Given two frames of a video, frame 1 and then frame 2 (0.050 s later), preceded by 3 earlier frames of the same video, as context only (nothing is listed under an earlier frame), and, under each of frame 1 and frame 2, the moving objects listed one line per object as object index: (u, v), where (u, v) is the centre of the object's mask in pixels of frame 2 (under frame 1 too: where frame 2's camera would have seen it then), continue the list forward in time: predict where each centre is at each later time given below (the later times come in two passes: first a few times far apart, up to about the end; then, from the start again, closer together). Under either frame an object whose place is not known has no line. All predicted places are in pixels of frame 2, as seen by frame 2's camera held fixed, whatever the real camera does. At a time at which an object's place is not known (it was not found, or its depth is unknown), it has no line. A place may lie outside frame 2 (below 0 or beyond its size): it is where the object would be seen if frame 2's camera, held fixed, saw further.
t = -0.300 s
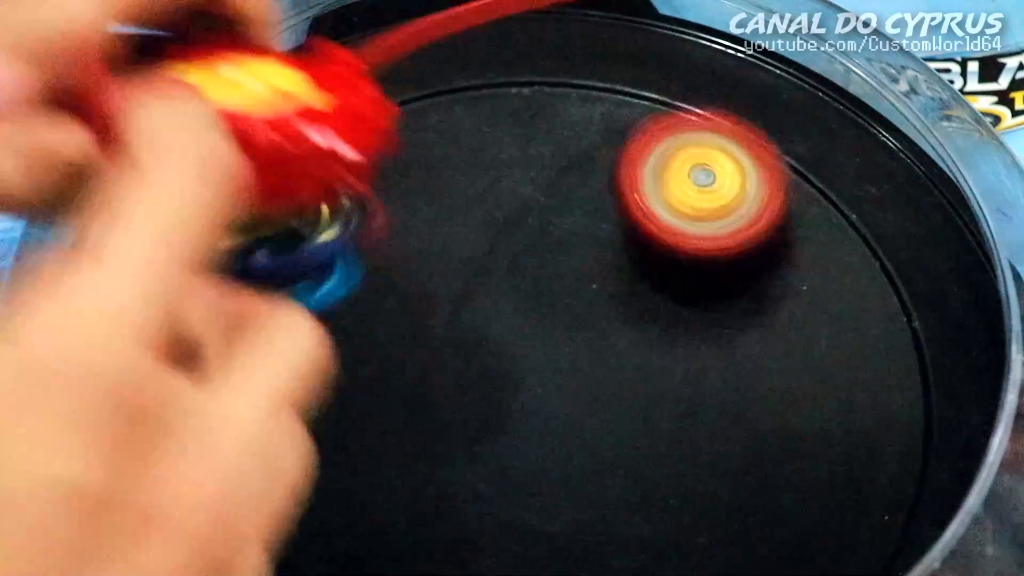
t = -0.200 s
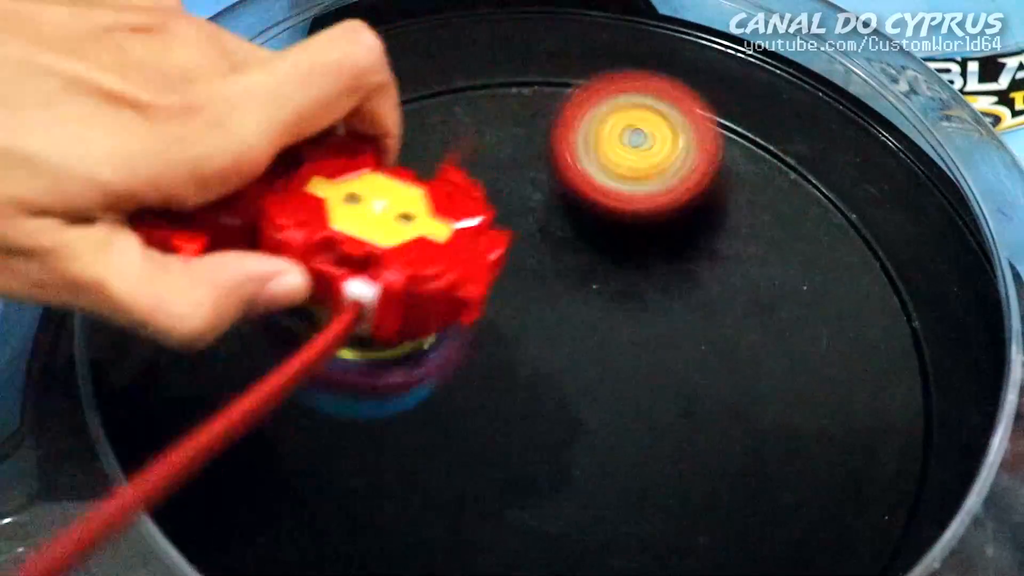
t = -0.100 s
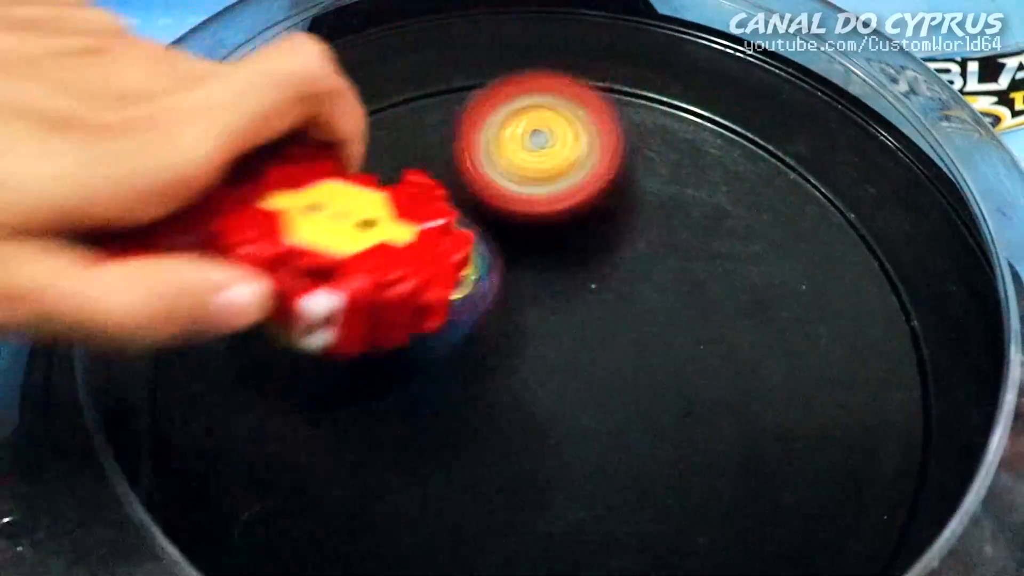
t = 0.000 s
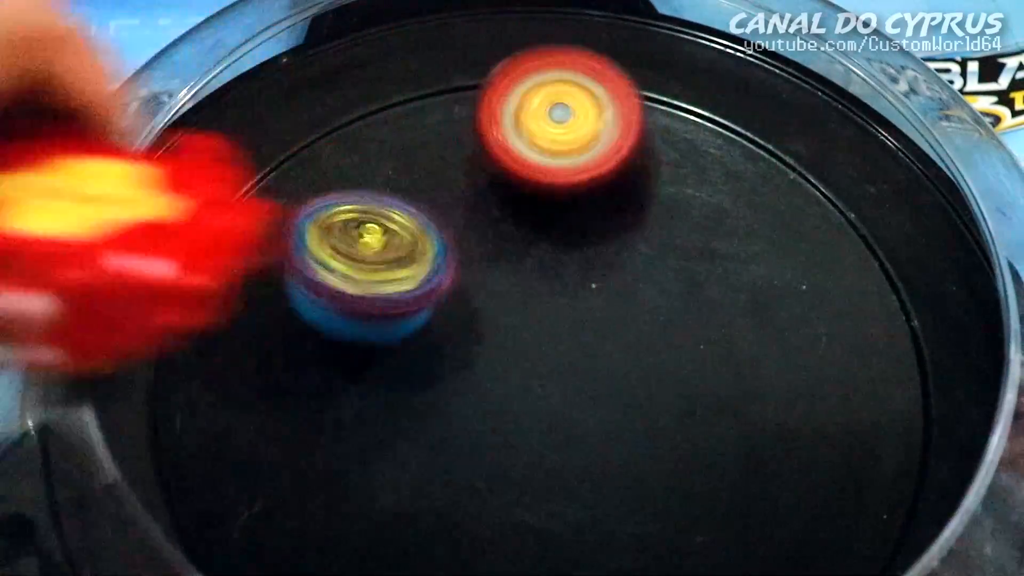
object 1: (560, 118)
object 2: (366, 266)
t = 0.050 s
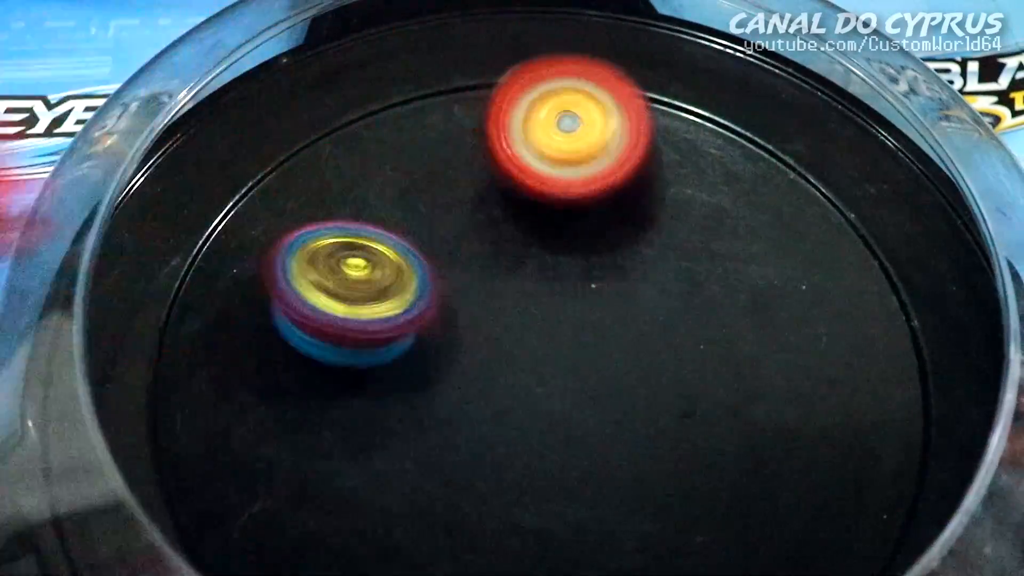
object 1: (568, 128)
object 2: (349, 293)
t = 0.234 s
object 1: (577, 262)
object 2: (387, 357)
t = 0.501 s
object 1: (920, 272)
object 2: (131, 502)
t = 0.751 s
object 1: (654, 328)
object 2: (403, 448)
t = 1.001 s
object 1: (744, 262)
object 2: (399, 382)
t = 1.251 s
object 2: (502, 328)
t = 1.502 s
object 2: (388, 223)
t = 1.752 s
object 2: (422, 309)
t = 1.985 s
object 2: (415, 286)
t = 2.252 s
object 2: (396, 202)
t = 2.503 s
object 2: (577, 354)
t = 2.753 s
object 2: (685, 209)
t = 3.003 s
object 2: (590, 260)
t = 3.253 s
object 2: (742, 225)
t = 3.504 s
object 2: (669, 277)
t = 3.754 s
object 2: (687, 473)
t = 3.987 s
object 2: (821, 512)
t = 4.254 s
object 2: (604, 343)
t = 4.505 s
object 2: (566, 431)
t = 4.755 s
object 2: (497, 480)
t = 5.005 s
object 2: (534, 435)
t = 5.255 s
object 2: (542, 352)
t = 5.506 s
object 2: (504, 277)
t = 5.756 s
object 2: (552, 269)
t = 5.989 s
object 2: (596, 324)
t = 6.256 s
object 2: (581, 319)
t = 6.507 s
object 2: (552, 333)
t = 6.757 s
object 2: (514, 252)
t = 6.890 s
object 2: (482, 237)
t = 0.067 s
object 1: (570, 135)
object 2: (347, 297)
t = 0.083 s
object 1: (571, 144)
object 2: (345, 302)
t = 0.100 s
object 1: (573, 155)
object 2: (345, 306)
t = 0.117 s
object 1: (574, 166)
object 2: (347, 314)
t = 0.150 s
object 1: (576, 191)
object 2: (352, 322)
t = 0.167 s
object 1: (576, 205)
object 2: (357, 332)
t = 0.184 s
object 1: (576, 218)
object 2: (362, 337)
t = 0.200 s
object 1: (577, 233)
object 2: (369, 345)
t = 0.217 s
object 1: (578, 249)
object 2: (378, 354)
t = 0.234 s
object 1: (577, 262)
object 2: (387, 357)
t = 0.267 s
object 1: (579, 292)
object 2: (406, 377)
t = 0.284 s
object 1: (602, 305)
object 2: (394, 390)
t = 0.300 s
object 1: (649, 304)
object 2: (357, 403)
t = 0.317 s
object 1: (700, 298)
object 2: (322, 418)
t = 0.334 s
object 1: (746, 295)
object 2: (287, 431)
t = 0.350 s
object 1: (791, 288)
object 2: (251, 446)
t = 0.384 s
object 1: (874, 277)
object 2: (192, 460)
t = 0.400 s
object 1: (903, 270)
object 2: (173, 463)
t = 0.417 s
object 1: (918, 260)
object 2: (158, 471)
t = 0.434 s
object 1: (937, 249)
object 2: (148, 478)
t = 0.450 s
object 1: (939, 254)
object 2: (139, 490)
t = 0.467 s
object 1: (929, 268)
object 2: (133, 496)
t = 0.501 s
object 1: (920, 272)
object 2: (131, 502)
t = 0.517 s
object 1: (914, 274)
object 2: (134, 504)
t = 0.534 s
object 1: (909, 277)
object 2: (139, 506)
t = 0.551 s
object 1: (900, 282)
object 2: (146, 507)
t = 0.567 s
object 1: (888, 285)
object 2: (155, 506)
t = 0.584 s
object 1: (870, 289)
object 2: (168, 506)
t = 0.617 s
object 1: (831, 297)
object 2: (217, 494)
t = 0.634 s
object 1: (811, 301)
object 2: (233, 493)
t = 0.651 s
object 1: (790, 305)
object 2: (249, 494)
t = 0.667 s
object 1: (767, 309)
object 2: (268, 495)
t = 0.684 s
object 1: (747, 313)
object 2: (292, 490)
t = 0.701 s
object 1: (724, 316)
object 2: (319, 482)
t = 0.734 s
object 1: (676, 324)
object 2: (375, 460)
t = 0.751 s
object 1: (654, 328)
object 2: (403, 448)
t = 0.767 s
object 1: (632, 332)
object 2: (431, 433)
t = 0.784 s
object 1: (615, 332)
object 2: (452, 419)
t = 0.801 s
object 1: (626, 318)
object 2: (447, 415)
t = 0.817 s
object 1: (640, 302)
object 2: (438, 413)
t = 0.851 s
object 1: (670, 283)
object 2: (423, 421)
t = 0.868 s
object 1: (684, 281)
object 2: (417, 416)
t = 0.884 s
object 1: (696, 275)
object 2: (411, 413)
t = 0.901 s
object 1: (706, 270)
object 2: (407, 409)
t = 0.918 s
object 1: (715, 267)
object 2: (403, 406)
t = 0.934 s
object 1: (722, 264)
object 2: (401, 400)
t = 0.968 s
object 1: (735, 261)
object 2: (398, 393)
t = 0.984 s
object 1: (740, 261)
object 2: (397, 386)
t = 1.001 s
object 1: (744, 262)
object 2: (399, 382)
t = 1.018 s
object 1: (748, 264)
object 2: (400, 375)
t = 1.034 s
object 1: (752, 268)
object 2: (403, 372)
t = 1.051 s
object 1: (753, 272)
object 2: (407, 370)
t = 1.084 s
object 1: (753, 283)
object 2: (418, 360)
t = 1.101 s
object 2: (424, 356)
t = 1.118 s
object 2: (430, 353)
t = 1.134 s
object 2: (439, 346)
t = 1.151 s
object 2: (446, 341)
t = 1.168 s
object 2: (455, 342)
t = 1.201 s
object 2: (473, 334)
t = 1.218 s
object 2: (482, 335)
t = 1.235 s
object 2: (492, 330)
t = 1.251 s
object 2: (502, 328)
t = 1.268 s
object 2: (512, 330)
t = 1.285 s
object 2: (519, 325)
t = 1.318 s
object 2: (496, 309)
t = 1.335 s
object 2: (483, 296)
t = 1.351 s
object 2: (470, 284)
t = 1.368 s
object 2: (458, 273)
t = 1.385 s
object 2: (446, 262)
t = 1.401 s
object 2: (435, 255)
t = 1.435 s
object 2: (417, 239)
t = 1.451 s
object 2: (409, 235)
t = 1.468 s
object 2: (401, 229)
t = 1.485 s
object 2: (394, 227)
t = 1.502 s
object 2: (388, 223)
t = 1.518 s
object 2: (382, 222)
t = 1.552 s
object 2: (376, 225)
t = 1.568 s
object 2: (373, 227)
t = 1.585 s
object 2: (372, 229)
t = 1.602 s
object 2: (372, 235)
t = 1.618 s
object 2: (374, 240)
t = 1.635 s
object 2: (375, 247)
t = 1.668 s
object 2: (383, 263)
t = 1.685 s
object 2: (389, 271)
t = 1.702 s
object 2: (396, 281)
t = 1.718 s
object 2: (404, 290)
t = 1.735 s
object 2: (412, 301)
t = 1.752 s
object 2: (422, 309)
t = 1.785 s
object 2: (443, 331)
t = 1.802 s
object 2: (454, 343)
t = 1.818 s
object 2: (467, 354)
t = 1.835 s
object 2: (480, 363)
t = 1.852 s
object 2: (494, 376)
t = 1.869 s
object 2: (509, 386)
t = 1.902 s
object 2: (500, 373)
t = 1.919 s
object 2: (480, 356)
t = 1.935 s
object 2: (462, 338)
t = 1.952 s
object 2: (446, 322)
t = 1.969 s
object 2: (430, 301)
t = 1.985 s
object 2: (415, 286)
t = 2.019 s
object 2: (393, 252)
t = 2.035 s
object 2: (385, 238)
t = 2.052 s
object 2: (377, 225)
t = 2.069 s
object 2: (369, 212)
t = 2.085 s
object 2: (367, 203)
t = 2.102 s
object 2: (366, 195)
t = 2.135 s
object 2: (365, 185)
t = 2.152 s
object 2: (366, 181)
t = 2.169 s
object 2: (370, 181)
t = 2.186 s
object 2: (375, 183)
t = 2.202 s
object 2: (379, 185)
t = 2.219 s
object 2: (384, 190)
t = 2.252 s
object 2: (396, 202)
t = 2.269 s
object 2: (404, 213)
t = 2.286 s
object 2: (414, 222)
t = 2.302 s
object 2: (423, 233)
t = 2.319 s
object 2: (432, 246)
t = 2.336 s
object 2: (444, 257)
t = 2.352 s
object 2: (452, 268)
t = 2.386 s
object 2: (481, 292)
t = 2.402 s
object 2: (494, 307)
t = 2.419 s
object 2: (509, 321)
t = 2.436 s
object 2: (524, 332)
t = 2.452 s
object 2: (534, 346)
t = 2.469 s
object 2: (551, 356)
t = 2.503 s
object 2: (577, 354)
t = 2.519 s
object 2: (586, 337)
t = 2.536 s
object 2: (599, 330)
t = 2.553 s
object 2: (614, 318)
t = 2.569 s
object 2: (624, 305)
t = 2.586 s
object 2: (632, 291)
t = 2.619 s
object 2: (653, 269)
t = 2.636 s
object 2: (661, 258)
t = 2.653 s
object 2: (665, 249)
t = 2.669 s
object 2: (668, 241)
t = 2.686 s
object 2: (677, 234)
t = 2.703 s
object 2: (682, 224)
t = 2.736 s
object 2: (682, 211)
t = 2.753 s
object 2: (685, 209)
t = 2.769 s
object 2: (686, 207)
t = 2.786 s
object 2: (684, 204)
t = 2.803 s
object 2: (678, 202)
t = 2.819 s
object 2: (676, 205)
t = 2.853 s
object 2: (667, 208)
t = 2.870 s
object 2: (659, 209)
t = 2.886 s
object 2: (651, 216)
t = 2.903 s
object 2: (645, 221)
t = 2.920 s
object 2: (636, 226)
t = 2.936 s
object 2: (628, 229)
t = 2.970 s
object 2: (608, 245)
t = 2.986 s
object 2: (599, 253)
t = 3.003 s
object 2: (590, 260)
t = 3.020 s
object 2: (578, 266)
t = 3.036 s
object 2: (571, 278)
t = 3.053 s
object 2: (566, 286)
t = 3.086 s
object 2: (597, 271)
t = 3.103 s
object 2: (617, 265)
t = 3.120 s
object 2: (638, 257)
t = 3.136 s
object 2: (654, 252)
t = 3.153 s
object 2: (673, 245)
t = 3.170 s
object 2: (687, 237)
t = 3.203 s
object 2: (715, 231)
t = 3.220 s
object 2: (723, 227)
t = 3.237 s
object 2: (733, 227)
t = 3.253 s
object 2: (742, 225)
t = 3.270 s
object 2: (744, 223)
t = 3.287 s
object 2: (749, 226)
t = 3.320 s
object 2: (750, 225)
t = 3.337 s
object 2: (750, 230)
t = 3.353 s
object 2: (749, 232)
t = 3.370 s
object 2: (741, 233)
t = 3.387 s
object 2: (737, 240)
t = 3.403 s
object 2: (731, 243)
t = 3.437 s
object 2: (713, 254)
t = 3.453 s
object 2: (703, 258)
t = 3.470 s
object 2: (691, 263)
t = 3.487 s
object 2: (680, 271)
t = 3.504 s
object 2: (669, 277)
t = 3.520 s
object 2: (655, 283)
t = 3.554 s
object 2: (631, 300)
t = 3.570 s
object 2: (616, 308)
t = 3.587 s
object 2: (606, 318)
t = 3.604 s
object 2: (594, 327)
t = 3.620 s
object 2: (578, 338)
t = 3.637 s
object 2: (568, 349)
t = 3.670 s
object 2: (566, 370)
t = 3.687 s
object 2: (595, 395)
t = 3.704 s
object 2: (618, 419)
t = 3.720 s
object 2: (641, 439)
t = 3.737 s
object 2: (664, 458)
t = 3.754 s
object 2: (687, 473)
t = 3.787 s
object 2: (731, 497)
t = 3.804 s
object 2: (754, 505)
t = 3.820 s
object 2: (767, 513)
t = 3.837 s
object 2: (784, 517)
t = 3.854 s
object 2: (800, 520)
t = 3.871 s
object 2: (811, 523)
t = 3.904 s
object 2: (829, 525)
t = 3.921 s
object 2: (833, 523)
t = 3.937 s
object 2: (831, 522)
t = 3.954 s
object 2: (830, 519)
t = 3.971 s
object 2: (825, 516)
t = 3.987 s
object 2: (821, 512)
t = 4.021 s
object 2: (800, 501)
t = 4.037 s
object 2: (792, 495)
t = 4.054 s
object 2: (778, 484)
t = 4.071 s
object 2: (769, 474)
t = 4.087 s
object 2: (753, 459)
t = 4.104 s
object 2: (741, 447)
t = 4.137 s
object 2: (710, 421)
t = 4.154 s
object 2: (694, 407)
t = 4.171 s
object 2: (673, 394)
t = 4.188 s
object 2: (656, 383)
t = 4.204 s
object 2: (635, 367)
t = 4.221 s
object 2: (620, 356)
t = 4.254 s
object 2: (604, 343)
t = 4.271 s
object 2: (606, 348)
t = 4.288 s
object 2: (609, 354)
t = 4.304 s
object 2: (609, 358)
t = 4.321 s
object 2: (608, 364)
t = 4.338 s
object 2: (608, 369)
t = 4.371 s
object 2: (602, 382)
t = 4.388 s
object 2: (598, 389)
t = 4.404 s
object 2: (595, 398)
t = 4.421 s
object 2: (588, 402)
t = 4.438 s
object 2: (585, 410)
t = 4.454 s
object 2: (578, 414)
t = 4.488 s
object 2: (569, 424)
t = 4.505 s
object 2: (566, 431)
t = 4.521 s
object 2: (561, 433)
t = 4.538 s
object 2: (558, 440)
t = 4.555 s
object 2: (551, 443)
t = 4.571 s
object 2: (548, 448)
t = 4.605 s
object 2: (536, 456)
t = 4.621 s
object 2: (529, 458)
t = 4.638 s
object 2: (526, 462)
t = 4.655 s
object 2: (519, 465)
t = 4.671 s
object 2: (515, 468)
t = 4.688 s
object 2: (509, 471)
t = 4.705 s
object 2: (505, 474)
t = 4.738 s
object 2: (499, 477)
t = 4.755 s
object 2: (497, 480)
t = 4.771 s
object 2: (497, 479)
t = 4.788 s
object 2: (495, 480)
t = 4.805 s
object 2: (497, 479)
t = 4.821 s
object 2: (497, 479)
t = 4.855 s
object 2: (503, 473)
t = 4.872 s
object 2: (505, 469)
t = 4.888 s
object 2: (509, 468)
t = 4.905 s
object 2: (513, 462)
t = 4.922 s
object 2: (517, 460)
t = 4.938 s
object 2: (519, 454)
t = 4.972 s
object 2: (527, 445)
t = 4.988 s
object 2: (531, 442)
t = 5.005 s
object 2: (534, 435)
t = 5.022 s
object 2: (537, 431)
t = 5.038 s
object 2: (540, 425)
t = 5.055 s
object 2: (543, 421)
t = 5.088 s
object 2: (548, 409)
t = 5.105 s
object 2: (549, 404)
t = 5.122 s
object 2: (551, 397)
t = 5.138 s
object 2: (551, 393)
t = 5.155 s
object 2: (552, 387)
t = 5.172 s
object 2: (551, 384)
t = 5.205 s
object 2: (547, 372)
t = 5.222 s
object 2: (546, 365)
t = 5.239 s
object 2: (544, 360)
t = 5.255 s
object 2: (542, 352)
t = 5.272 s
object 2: (539, 346)
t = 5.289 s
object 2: (537, 338)
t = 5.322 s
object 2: (529, 322)
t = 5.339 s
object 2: (526, 317)
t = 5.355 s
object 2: (521, 309)
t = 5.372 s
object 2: (519, 304)
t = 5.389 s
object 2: (514, 298)
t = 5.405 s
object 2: (514, 293)
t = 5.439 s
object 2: (509, 285)
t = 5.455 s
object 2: (505, 283)
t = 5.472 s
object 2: (506, 281)
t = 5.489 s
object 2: (502, 279)
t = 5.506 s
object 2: (504, 277)
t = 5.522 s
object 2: (502, 277)
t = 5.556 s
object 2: (503, 276)
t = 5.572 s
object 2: (506, 277)
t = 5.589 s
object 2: (505, 280)
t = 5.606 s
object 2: (509, 281)
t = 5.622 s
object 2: (510, 281)
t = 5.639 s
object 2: (516, 280)
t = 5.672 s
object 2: (527, 276)
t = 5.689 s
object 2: (531, 272)
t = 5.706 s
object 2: (537, 272)
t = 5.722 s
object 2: (541, 269)
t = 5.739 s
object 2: (546, 269)
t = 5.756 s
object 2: (552, 269)
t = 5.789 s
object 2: (562, 272)
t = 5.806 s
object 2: (565, 275)
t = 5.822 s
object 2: (573, 277)
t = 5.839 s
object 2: (575, 281)
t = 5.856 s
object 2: (582, 285)
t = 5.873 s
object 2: (583, 288)
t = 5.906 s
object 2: (588, 298)
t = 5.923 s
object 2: (593, 305)
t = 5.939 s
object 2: (592, 309)
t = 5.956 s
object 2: (596, 315)
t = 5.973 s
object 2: (594, 320)
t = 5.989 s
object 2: (596, 324)
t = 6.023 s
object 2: (594, 331)
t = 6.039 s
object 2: (597, 333)
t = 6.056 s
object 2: (594, 332)
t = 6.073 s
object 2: (599, 332)
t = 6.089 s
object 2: (596, 329)
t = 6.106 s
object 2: (599, 327)
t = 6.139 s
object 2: (595, 323)
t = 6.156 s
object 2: (593, 321)
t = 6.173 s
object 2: (591, 321)
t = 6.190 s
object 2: (592, 320)
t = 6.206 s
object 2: (587, 319)
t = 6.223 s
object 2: (587, 319)
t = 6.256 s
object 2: (581, 319)
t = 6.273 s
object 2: (576, 318)
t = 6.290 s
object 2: (574, 320)
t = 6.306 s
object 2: (574, 319)
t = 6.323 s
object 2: (570, 321)
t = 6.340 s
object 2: (569, 321)
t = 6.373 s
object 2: (565, 324)
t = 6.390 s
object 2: (560, 323)
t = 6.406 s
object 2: (559, 326)
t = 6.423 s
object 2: (558, 325)
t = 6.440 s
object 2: (556, 328)
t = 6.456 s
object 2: (556, 329)
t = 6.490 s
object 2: (554, 333)
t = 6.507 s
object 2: (552, 333)
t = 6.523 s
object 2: (552, 337)
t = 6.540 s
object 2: (553, 337)
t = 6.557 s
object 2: (553, 340)
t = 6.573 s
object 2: (554, 341)
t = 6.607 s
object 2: (549, 319)
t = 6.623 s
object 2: (549, 312)
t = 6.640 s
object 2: (545, 297)
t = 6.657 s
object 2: (541, 291)
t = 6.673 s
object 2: (536, 280)
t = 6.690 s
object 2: (533, 275)
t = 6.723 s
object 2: (522, 260)
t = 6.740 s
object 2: (518, 258)
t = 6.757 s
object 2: (514, 252)
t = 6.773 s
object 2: (509, 247)
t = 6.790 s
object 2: (504, 245)
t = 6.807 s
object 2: (498, 239)
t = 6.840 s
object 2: (492, 238)
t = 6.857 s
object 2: (488, 236)
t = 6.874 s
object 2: (485, 238)
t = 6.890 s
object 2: (482, 237)
